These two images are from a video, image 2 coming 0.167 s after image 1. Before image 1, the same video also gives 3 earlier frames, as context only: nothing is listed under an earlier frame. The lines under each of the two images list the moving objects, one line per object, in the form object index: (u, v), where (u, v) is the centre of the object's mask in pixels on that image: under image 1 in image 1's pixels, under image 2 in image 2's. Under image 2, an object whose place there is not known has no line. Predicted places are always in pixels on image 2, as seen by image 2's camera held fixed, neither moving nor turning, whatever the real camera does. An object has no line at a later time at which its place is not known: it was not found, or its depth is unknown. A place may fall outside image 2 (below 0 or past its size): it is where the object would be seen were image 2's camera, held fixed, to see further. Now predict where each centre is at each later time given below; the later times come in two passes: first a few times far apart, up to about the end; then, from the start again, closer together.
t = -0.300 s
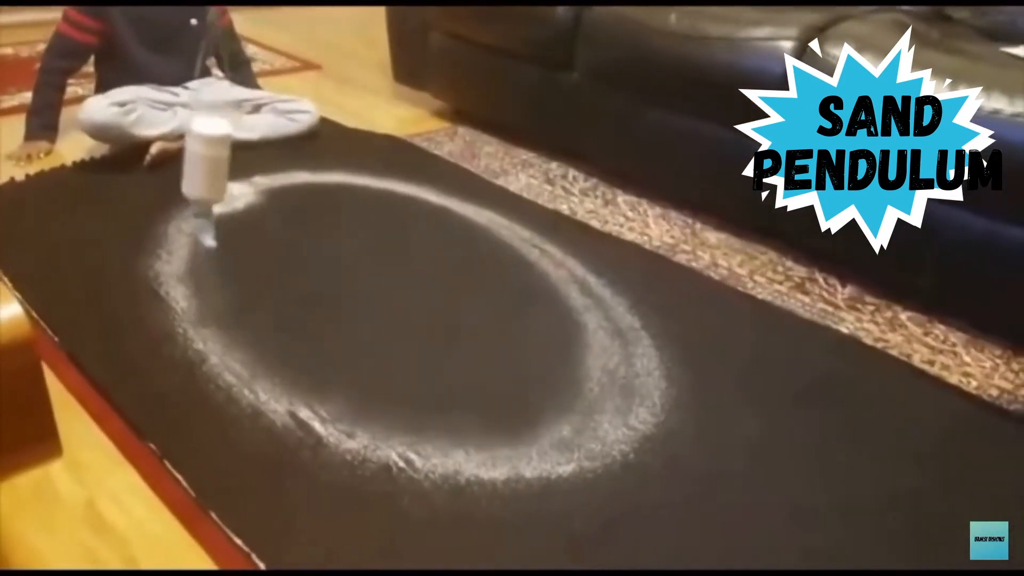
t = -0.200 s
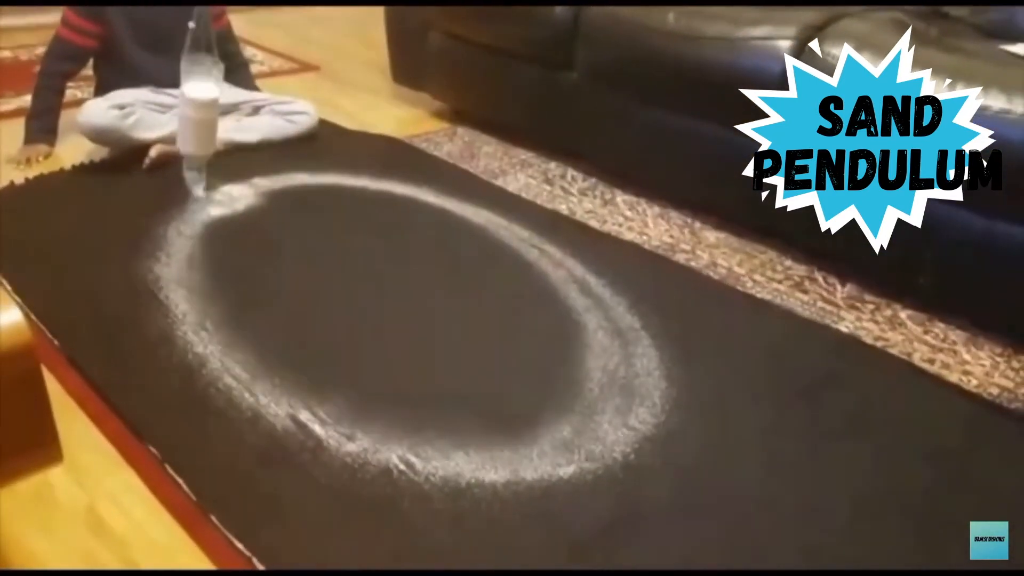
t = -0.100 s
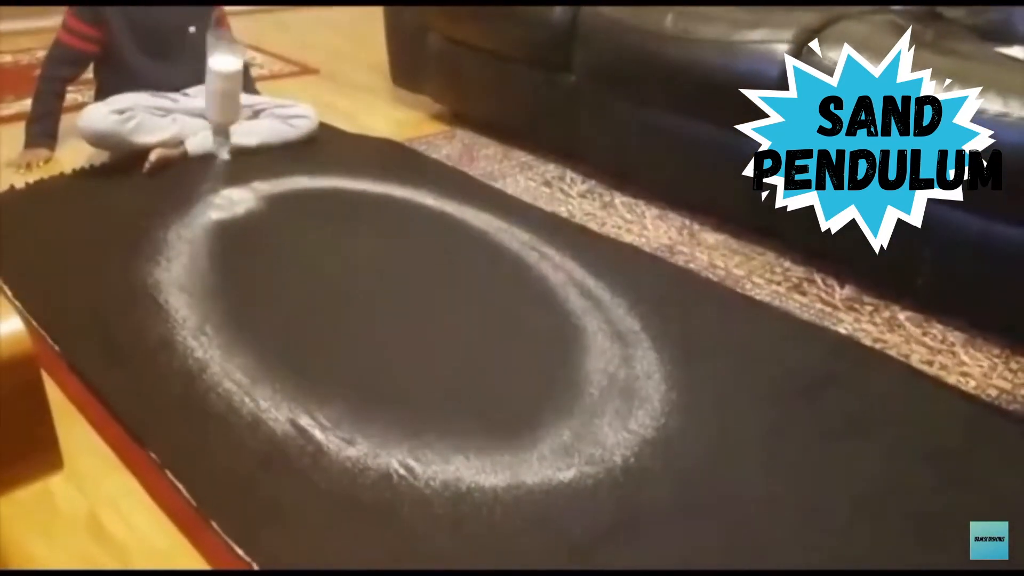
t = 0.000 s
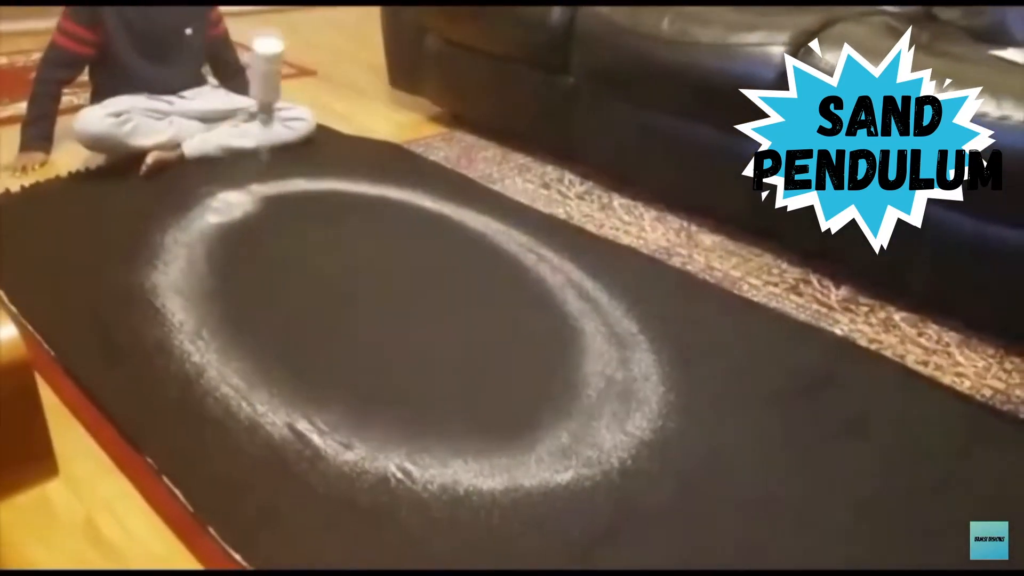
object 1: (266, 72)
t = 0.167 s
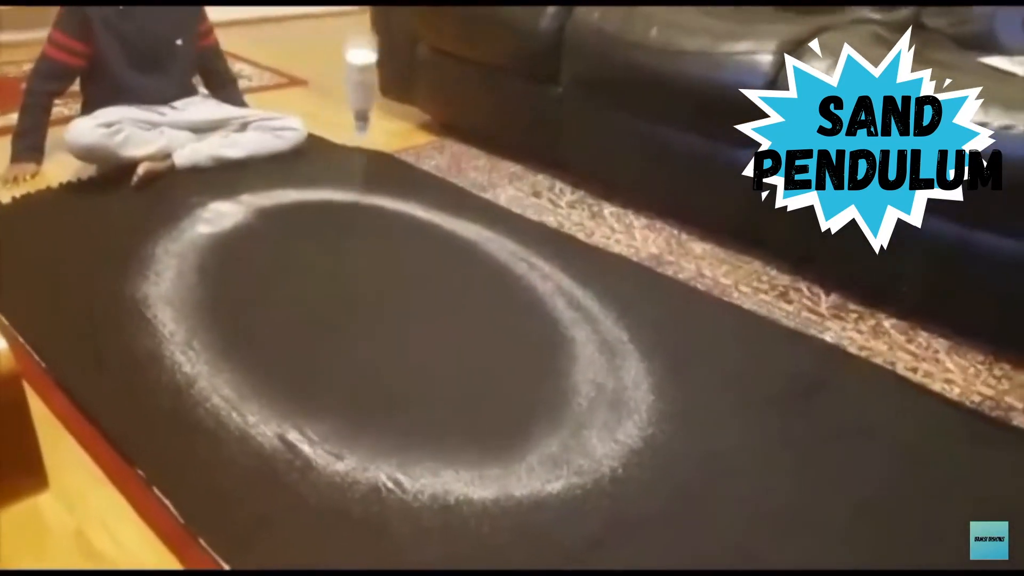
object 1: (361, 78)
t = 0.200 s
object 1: (384, 79)
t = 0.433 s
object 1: (525, 139)
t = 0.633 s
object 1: (567, 206)
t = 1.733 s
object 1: (450, 90)
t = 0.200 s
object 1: (384, 79)
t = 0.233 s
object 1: (405, 87)
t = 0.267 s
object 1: (428, 93)
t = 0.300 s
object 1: (449, 103)
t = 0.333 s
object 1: (470, 112)
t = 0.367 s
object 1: (489, 122)
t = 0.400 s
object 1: (508, 131)
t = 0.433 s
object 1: (525, 139)
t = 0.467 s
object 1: (541, 155)
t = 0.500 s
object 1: (553, 164)
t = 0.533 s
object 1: (563, 179)
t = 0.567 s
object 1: (569, 190)
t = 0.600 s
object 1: (570, 201)
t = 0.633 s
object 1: (567, 206)
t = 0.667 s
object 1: (559, 217)
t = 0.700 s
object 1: (545, 229)
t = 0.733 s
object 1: (525, 240)
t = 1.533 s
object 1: (322, 71)
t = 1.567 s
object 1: (342, 69)
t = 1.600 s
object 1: (365, 72)
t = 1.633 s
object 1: (387, 75)
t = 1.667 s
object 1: (408, 80)
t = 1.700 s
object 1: (429, 82)
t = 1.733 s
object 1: (450, 90)
